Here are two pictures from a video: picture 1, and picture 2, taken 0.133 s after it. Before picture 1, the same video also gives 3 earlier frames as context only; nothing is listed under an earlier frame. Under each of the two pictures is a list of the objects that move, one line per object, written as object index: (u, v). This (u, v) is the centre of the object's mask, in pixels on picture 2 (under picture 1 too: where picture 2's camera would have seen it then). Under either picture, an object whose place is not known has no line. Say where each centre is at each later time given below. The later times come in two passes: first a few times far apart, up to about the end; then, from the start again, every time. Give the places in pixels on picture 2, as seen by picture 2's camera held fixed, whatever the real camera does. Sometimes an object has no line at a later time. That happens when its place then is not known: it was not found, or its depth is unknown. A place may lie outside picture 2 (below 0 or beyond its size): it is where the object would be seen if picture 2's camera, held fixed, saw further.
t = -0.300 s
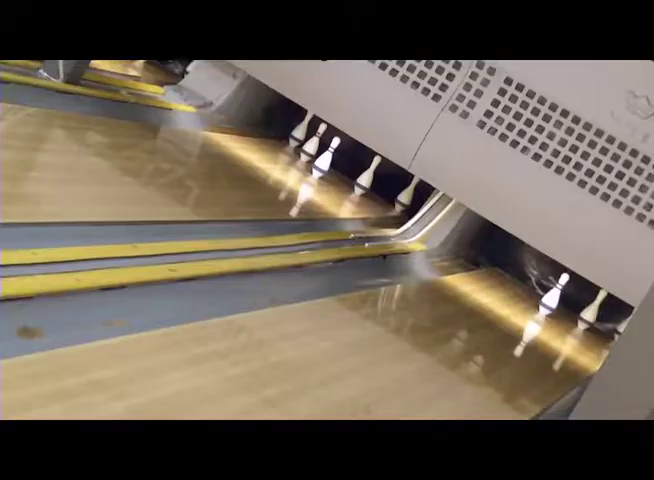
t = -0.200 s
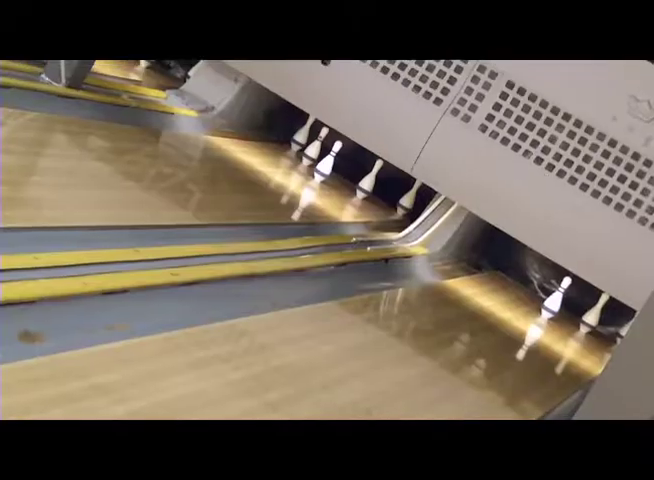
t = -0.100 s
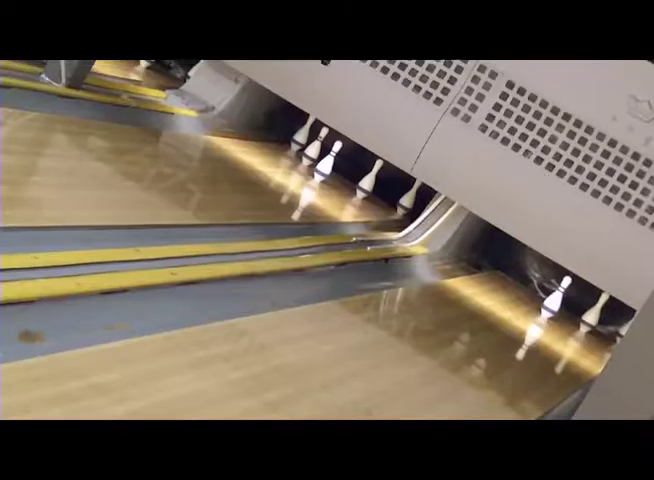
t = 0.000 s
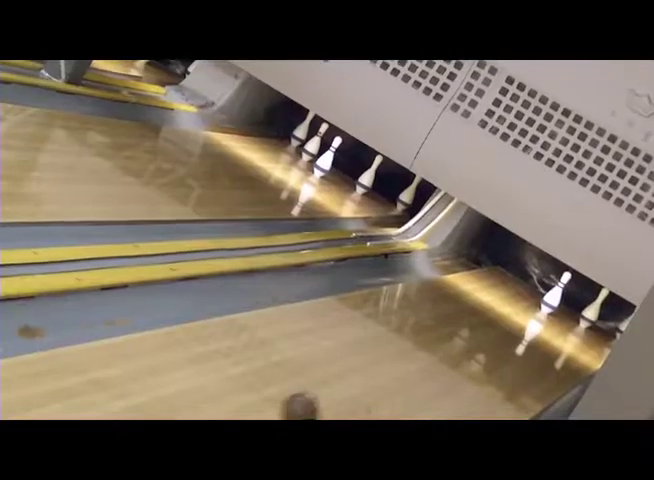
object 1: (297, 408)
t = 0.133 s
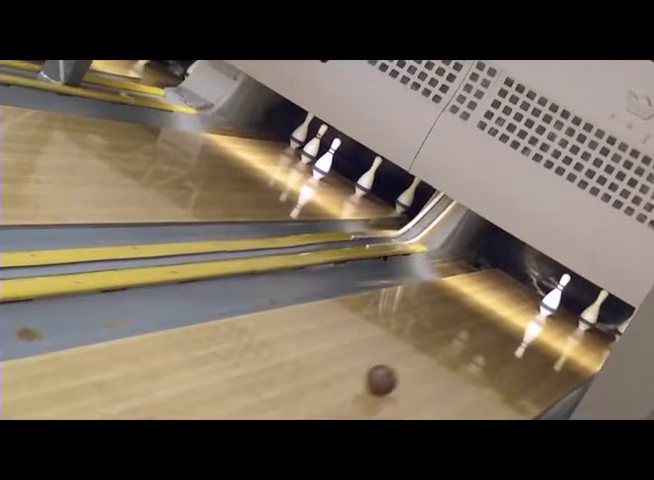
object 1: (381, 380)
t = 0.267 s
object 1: (438, 357)
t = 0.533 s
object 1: (513, 325)
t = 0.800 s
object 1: (565, 311)
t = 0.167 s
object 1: (397, 373)
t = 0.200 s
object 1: (412, 367)
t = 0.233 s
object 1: (425, 362)
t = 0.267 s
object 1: (438, 357)
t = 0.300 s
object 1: (449, 350)
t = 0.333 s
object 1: (461, 347)
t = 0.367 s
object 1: (472, 344)
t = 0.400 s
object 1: (481, 343)
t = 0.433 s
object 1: (490, 335)
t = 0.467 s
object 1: (499, 332)
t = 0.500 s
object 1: (506, 328)
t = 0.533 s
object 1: (513, 325)
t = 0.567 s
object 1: (520, 322)
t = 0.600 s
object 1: (527, 318)
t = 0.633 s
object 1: (533, 316)
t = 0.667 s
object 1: (540, 313)
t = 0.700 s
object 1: (546, 311)
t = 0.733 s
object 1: (553, 308)
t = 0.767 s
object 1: (560, 308)
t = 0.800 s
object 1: (565, 311)
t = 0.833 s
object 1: (570, 313)
